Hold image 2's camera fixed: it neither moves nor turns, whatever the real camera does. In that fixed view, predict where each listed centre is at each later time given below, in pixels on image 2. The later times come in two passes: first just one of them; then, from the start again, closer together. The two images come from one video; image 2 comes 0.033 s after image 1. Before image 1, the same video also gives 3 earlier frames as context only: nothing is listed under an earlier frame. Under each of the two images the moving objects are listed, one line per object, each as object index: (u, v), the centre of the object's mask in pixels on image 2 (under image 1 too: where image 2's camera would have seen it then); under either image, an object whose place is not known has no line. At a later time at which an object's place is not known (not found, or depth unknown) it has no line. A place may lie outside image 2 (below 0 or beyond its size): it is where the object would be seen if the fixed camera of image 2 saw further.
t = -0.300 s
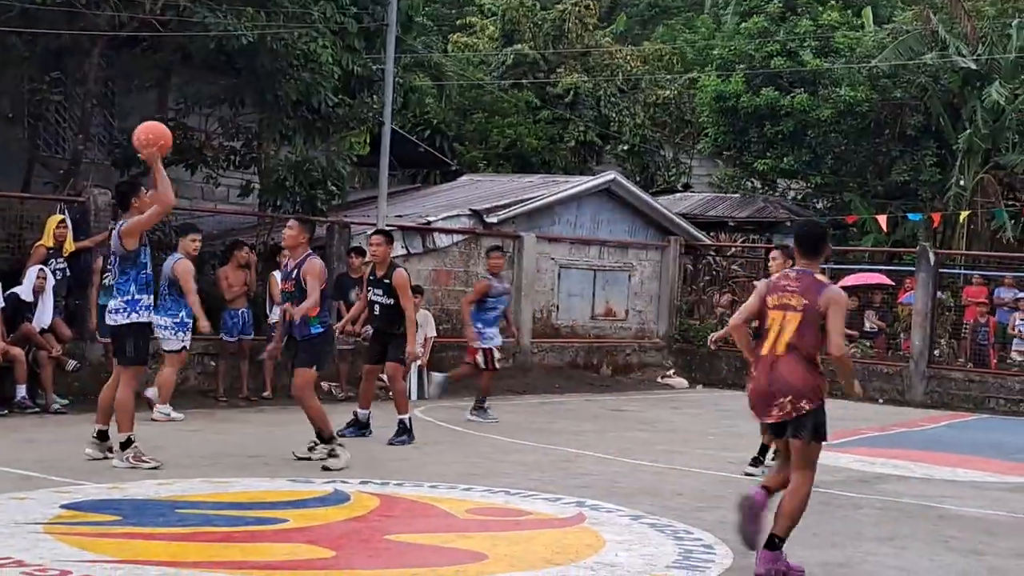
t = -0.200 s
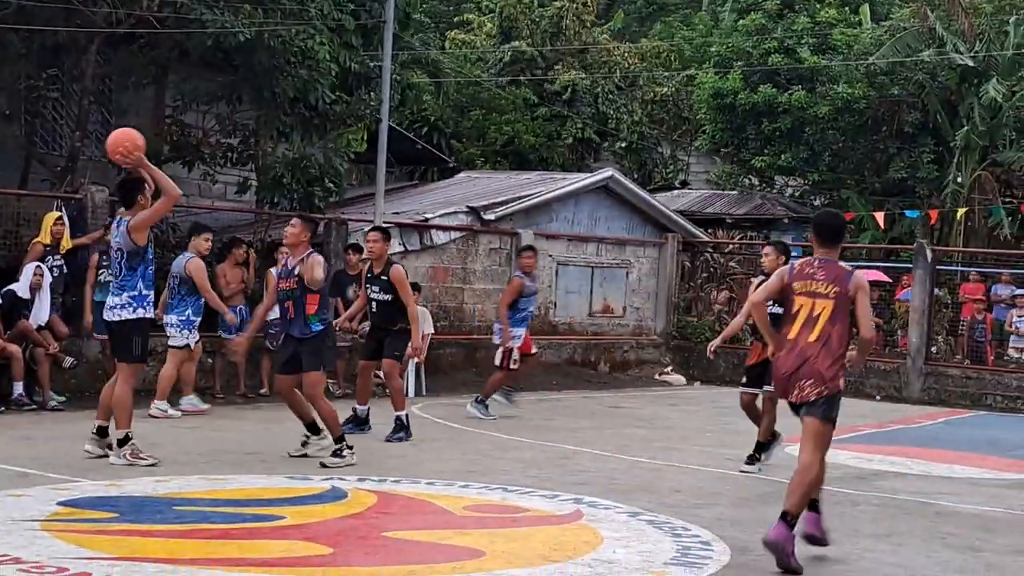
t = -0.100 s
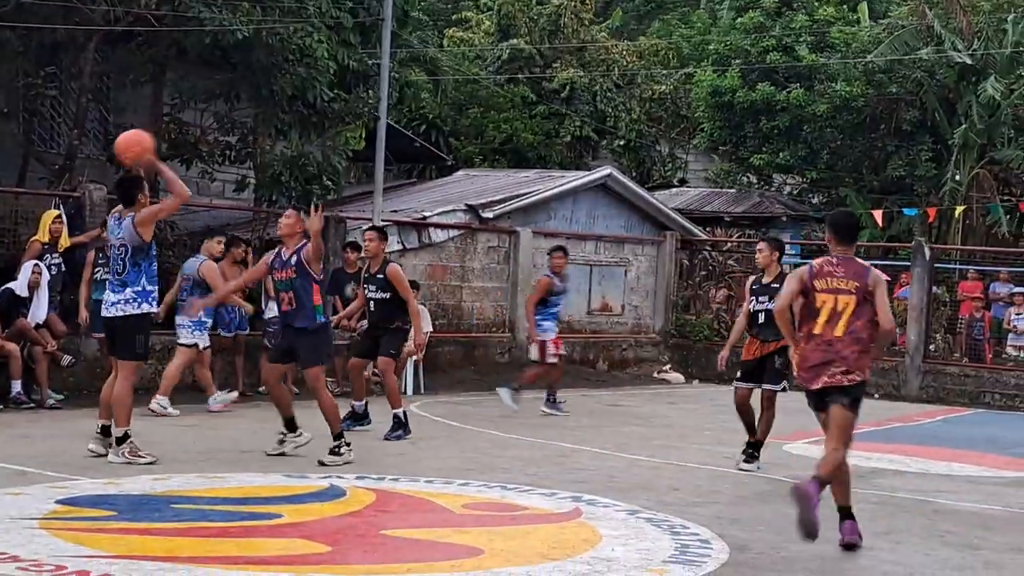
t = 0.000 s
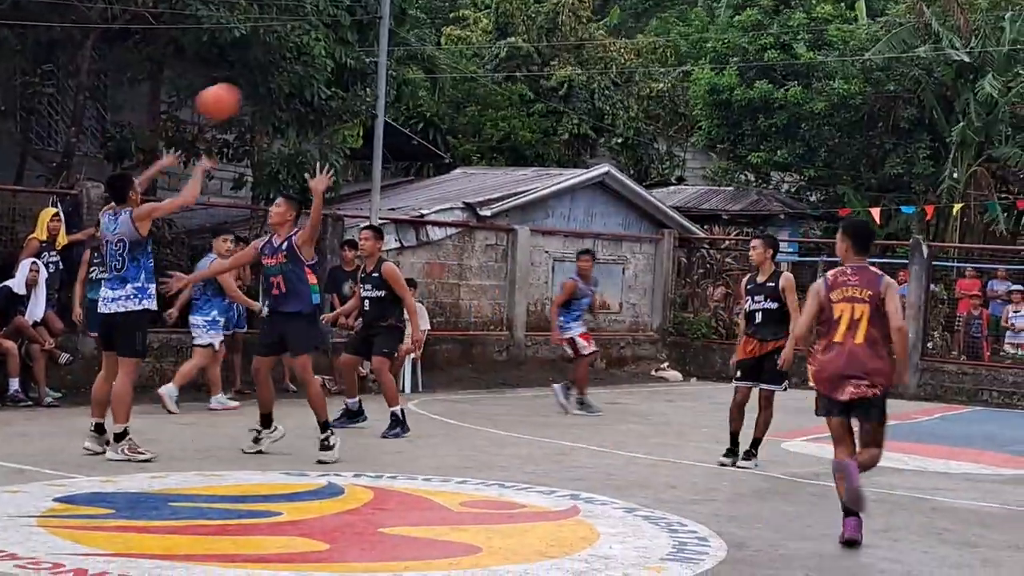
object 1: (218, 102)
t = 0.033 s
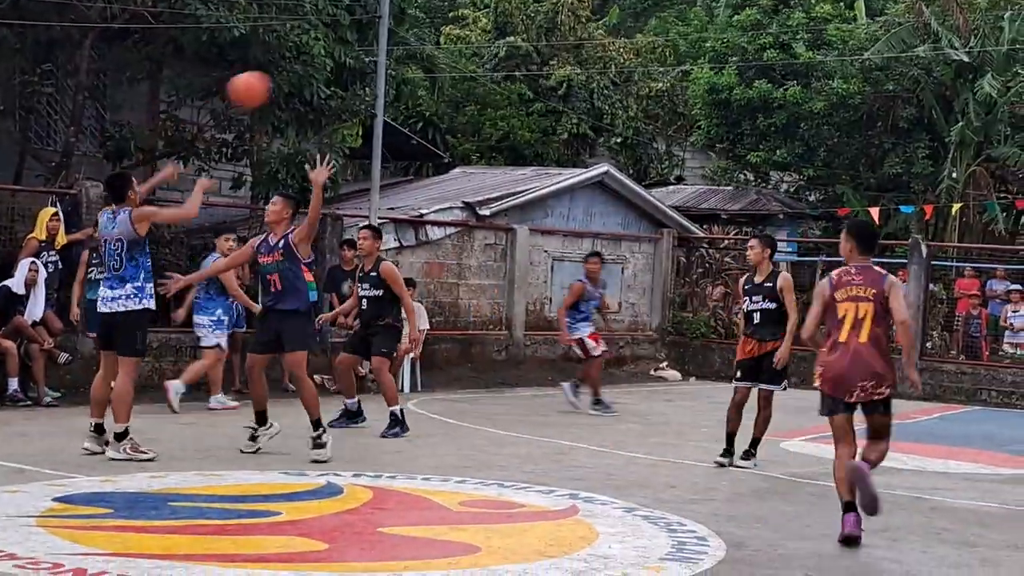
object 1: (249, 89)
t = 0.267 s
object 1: (438, 55)
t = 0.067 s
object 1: (280, 79)
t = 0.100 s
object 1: (309, 70)
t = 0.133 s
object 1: (337, 64)
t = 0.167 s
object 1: (361, 59)
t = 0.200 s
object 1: (390, 55)
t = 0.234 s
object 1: (413, 54)
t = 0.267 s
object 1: (438, 55)
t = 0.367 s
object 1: (505, 65)
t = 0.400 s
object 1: (525, 71)
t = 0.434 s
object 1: (543, 78)
